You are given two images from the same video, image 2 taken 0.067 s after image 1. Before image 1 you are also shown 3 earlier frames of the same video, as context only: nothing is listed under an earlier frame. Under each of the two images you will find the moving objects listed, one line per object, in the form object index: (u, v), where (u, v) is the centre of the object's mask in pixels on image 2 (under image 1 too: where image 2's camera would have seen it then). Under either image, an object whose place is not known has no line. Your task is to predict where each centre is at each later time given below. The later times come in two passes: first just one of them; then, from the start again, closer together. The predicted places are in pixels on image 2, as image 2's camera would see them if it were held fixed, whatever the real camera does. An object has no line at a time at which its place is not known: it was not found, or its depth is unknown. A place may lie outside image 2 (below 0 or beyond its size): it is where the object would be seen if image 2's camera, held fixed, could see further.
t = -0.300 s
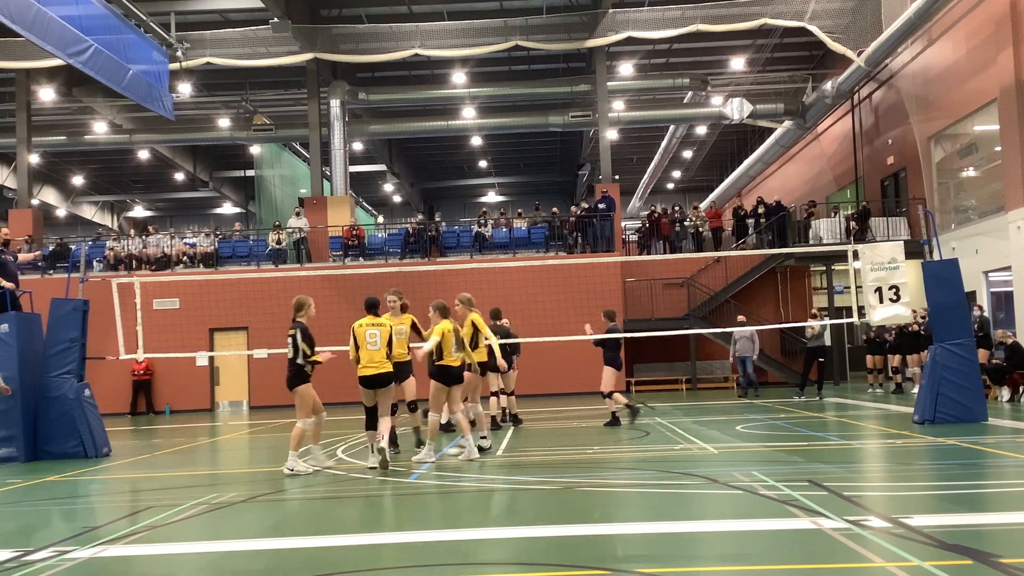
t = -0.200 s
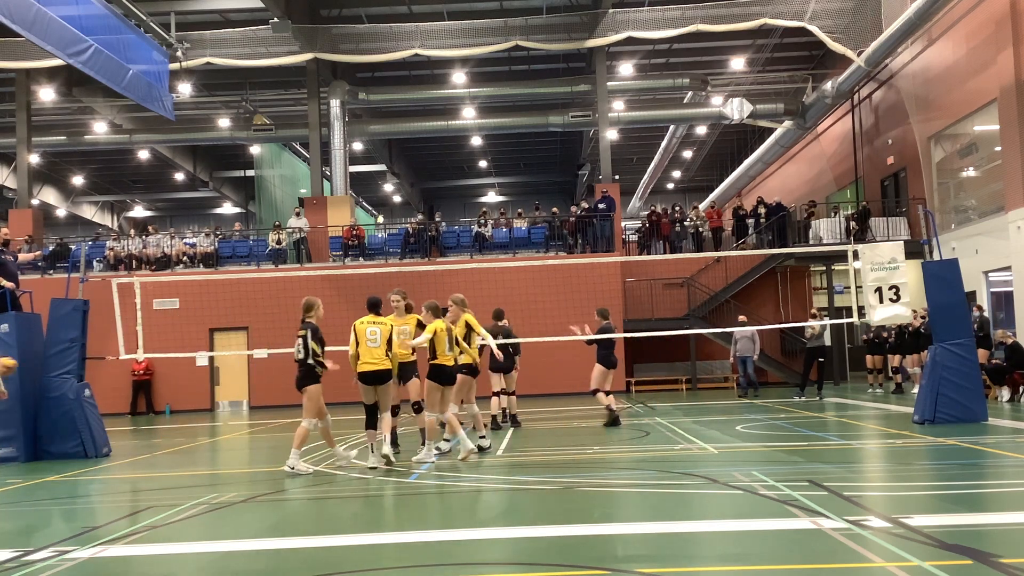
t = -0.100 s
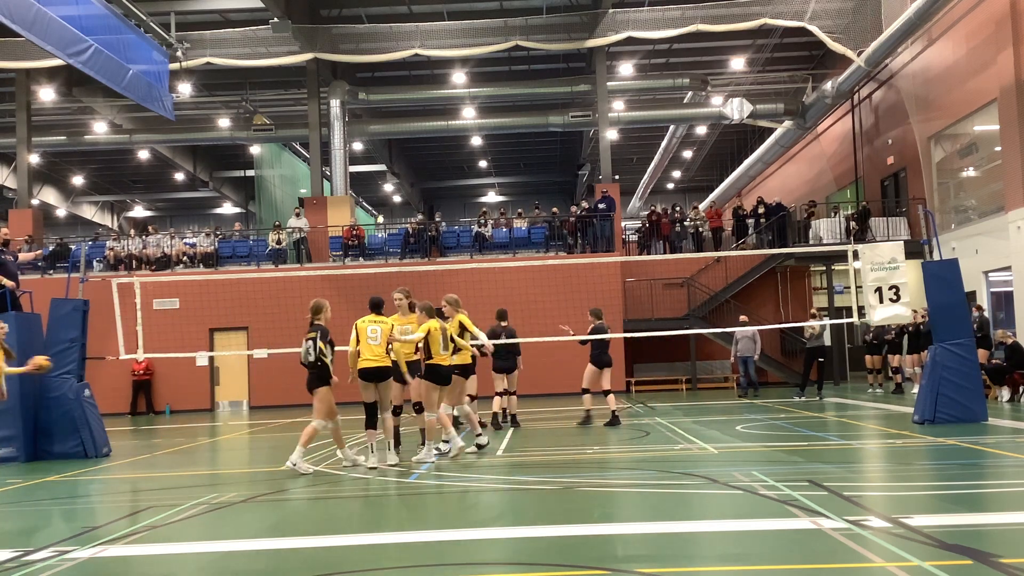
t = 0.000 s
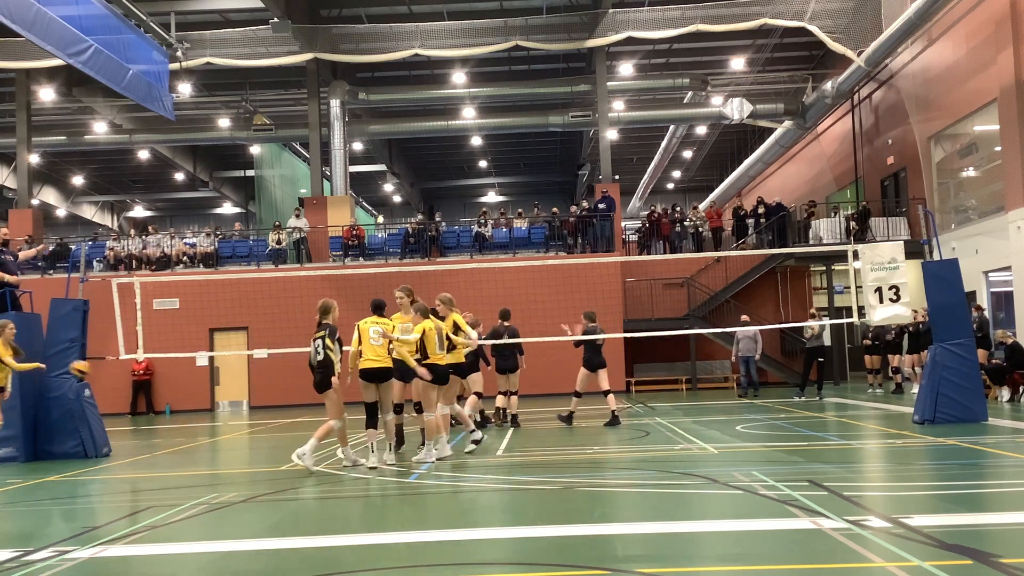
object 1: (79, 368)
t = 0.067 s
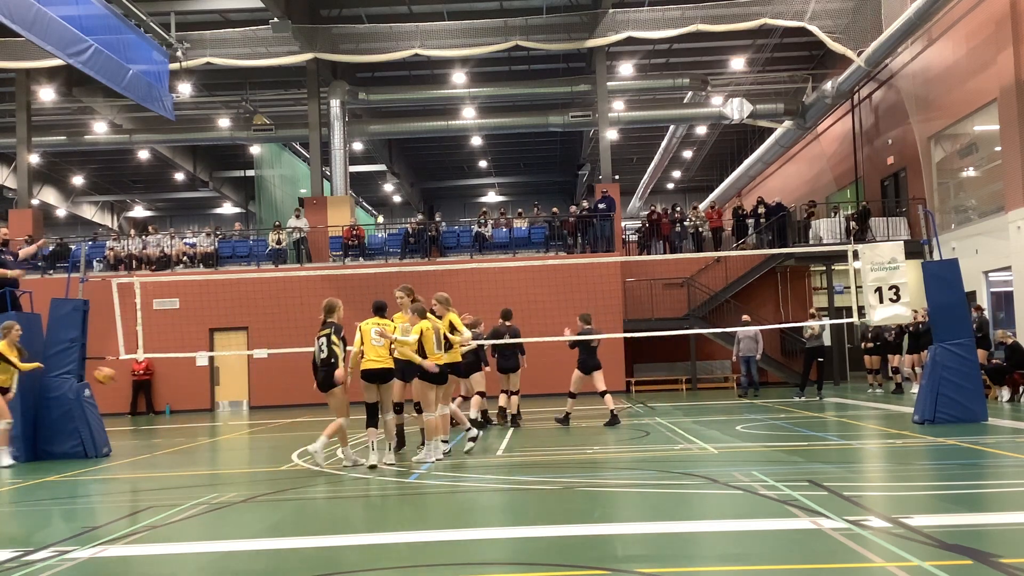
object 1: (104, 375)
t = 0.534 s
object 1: (233, 403)
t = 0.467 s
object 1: (222, 414)
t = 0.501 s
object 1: (227, 408)
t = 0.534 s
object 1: (233, 403)
